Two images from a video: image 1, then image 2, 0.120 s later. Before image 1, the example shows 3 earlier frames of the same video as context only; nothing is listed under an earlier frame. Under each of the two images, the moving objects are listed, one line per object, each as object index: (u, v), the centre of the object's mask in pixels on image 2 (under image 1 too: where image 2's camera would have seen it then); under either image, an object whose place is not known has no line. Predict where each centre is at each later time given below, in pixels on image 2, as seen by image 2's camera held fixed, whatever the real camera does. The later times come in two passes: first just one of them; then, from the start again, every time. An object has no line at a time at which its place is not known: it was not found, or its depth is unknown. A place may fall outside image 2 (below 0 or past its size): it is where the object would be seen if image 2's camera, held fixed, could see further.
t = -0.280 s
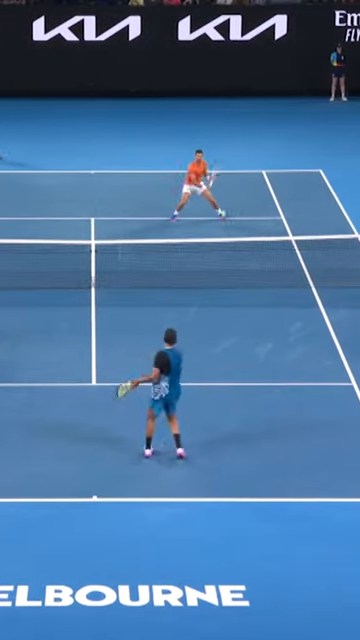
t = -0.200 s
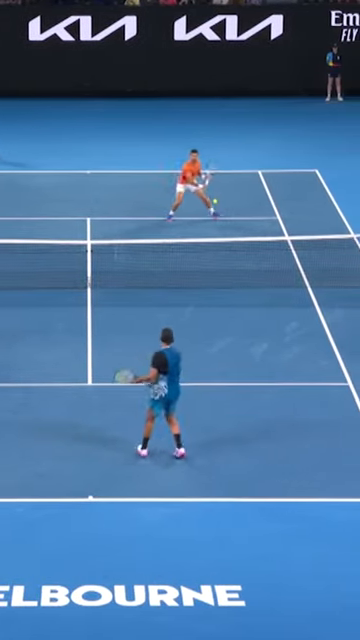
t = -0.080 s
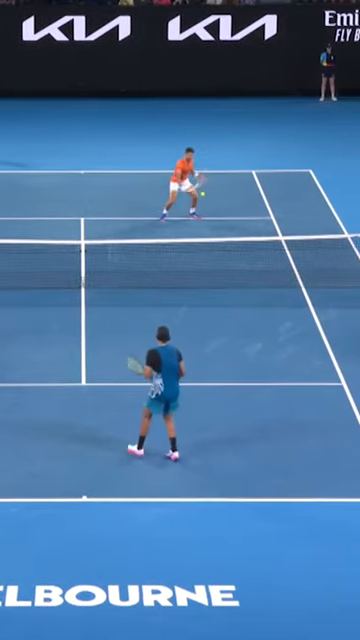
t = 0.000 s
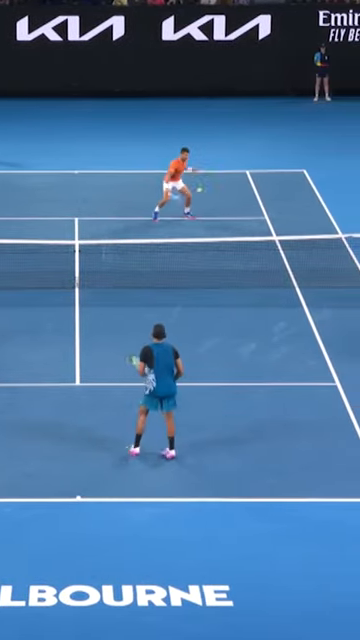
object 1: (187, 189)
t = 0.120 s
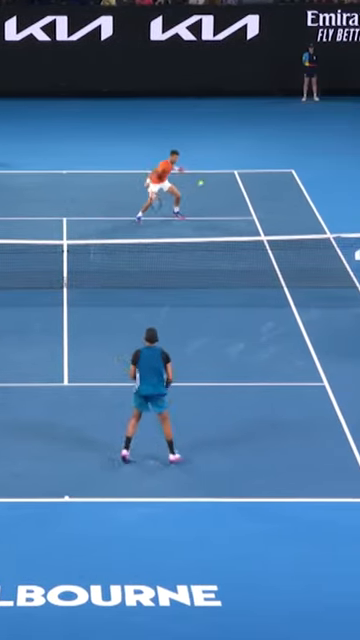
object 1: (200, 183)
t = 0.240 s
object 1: (214, 181)
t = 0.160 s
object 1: (205, 182)
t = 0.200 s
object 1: (210, 181)
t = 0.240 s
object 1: (214, 181)
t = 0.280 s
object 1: (220, 182)
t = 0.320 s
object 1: (224, 184)
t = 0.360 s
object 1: (230, 186)
